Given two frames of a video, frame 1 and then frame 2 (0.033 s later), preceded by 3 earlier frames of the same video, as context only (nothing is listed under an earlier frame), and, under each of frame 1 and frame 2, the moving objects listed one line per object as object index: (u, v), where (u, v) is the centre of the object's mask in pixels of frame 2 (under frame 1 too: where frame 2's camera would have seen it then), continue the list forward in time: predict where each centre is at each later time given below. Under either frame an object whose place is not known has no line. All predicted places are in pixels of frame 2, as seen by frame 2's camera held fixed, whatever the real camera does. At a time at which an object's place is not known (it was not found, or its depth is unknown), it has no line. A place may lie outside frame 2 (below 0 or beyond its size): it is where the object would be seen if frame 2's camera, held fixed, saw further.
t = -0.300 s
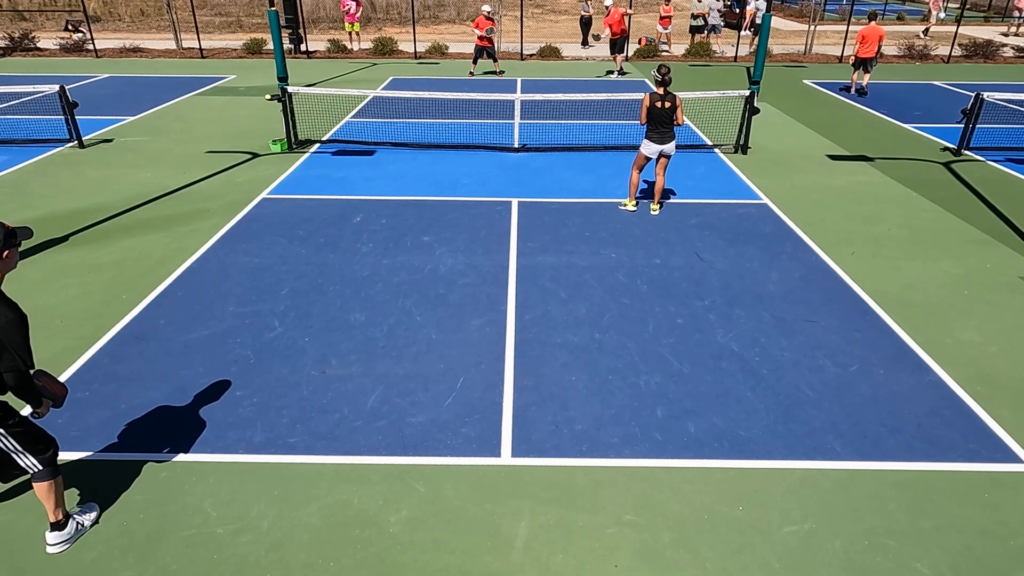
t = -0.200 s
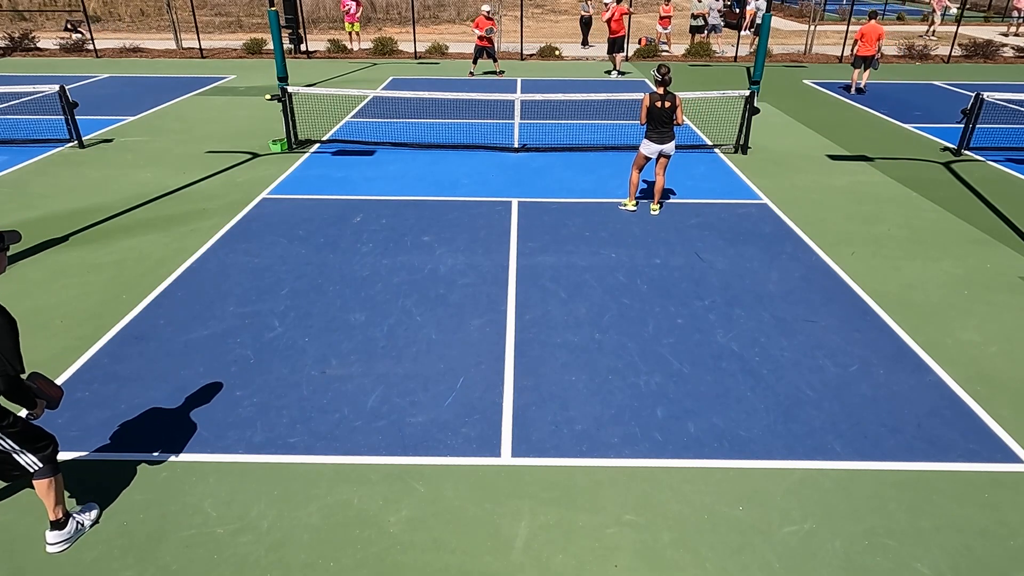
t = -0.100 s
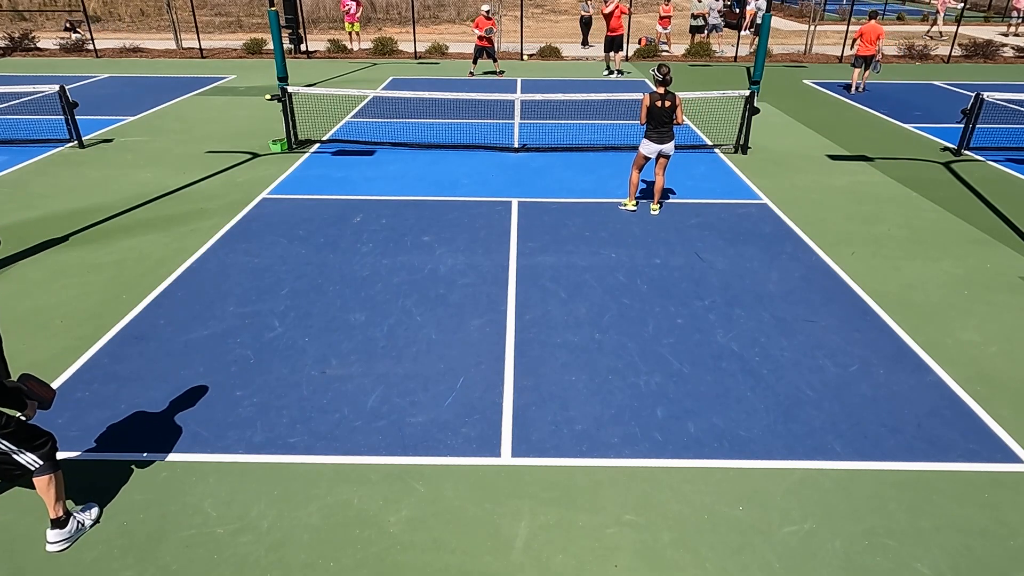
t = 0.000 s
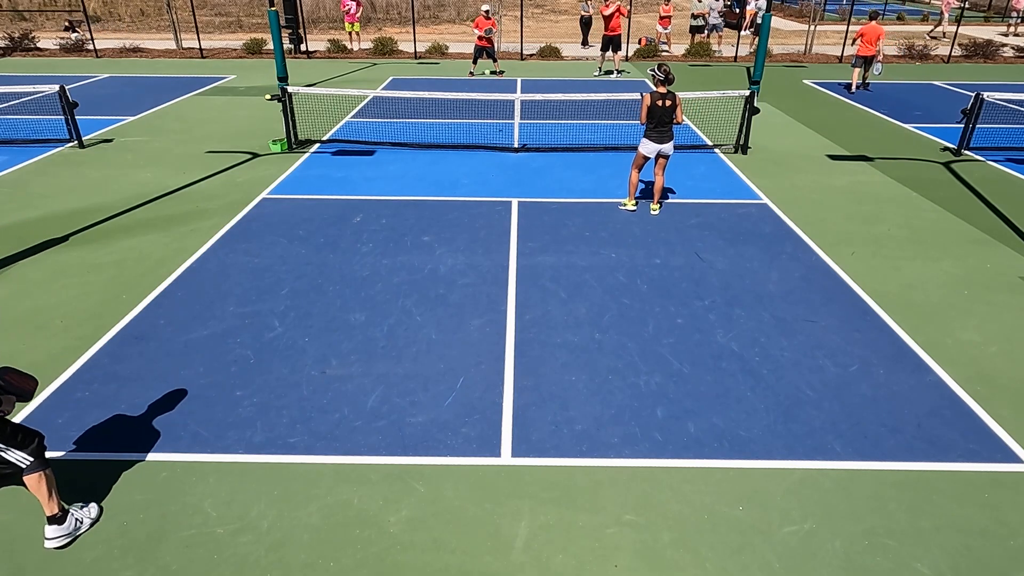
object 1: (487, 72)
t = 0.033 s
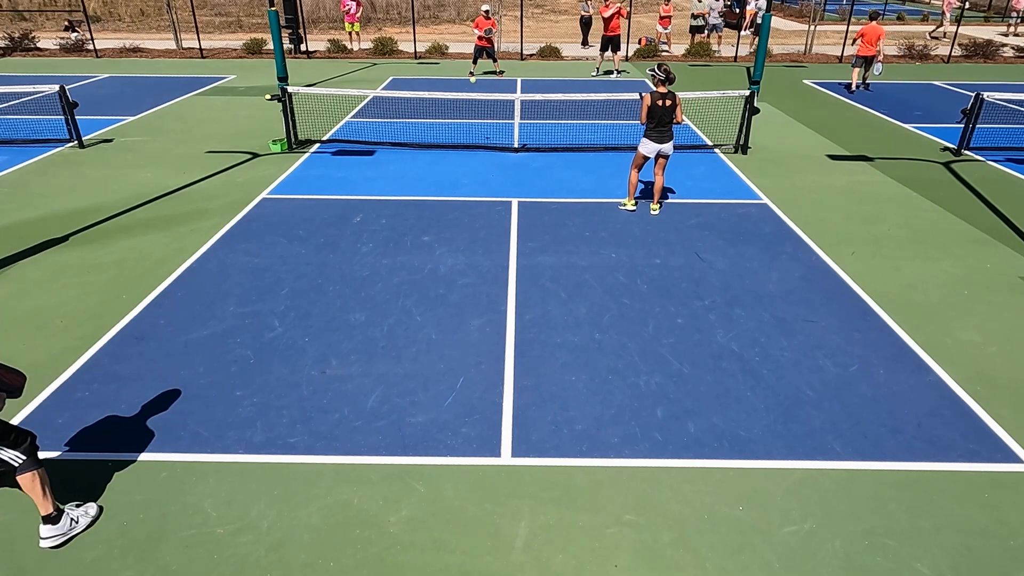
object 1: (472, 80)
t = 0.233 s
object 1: (367, 162)
